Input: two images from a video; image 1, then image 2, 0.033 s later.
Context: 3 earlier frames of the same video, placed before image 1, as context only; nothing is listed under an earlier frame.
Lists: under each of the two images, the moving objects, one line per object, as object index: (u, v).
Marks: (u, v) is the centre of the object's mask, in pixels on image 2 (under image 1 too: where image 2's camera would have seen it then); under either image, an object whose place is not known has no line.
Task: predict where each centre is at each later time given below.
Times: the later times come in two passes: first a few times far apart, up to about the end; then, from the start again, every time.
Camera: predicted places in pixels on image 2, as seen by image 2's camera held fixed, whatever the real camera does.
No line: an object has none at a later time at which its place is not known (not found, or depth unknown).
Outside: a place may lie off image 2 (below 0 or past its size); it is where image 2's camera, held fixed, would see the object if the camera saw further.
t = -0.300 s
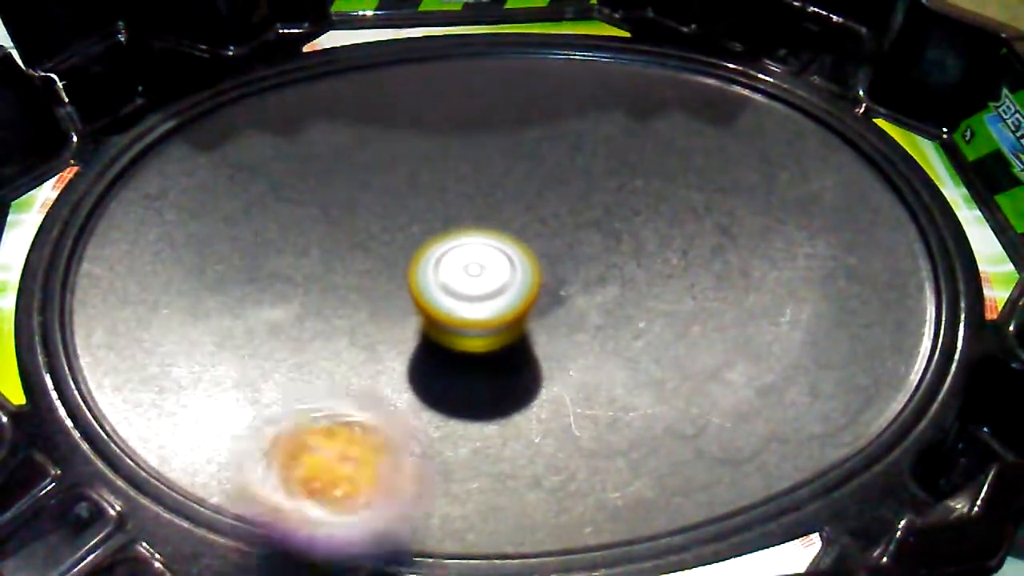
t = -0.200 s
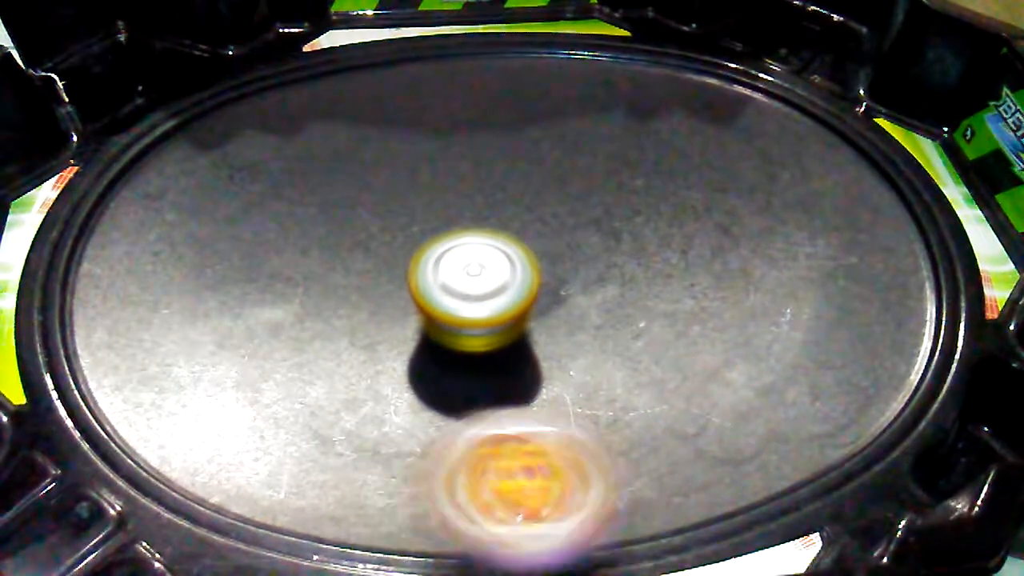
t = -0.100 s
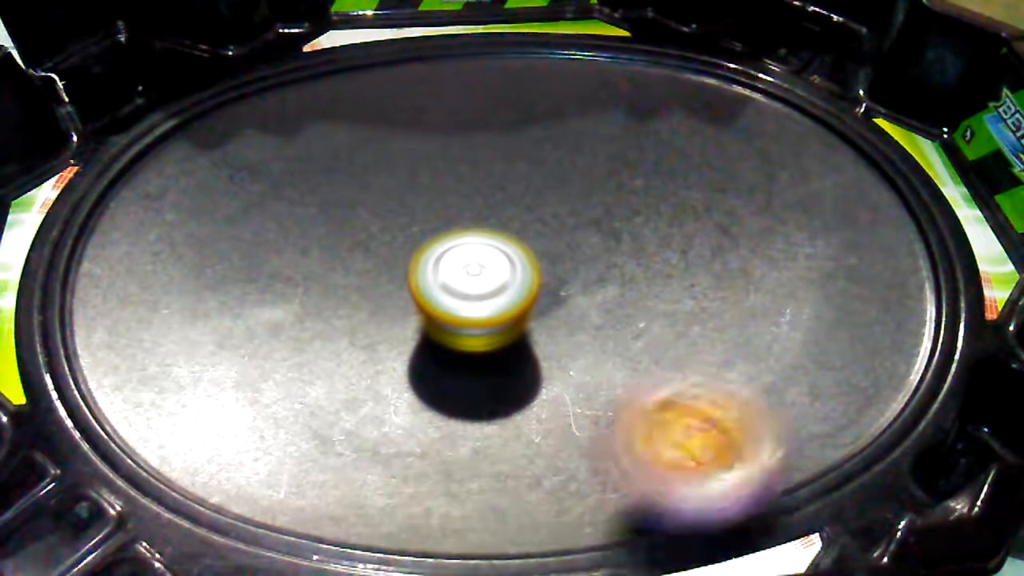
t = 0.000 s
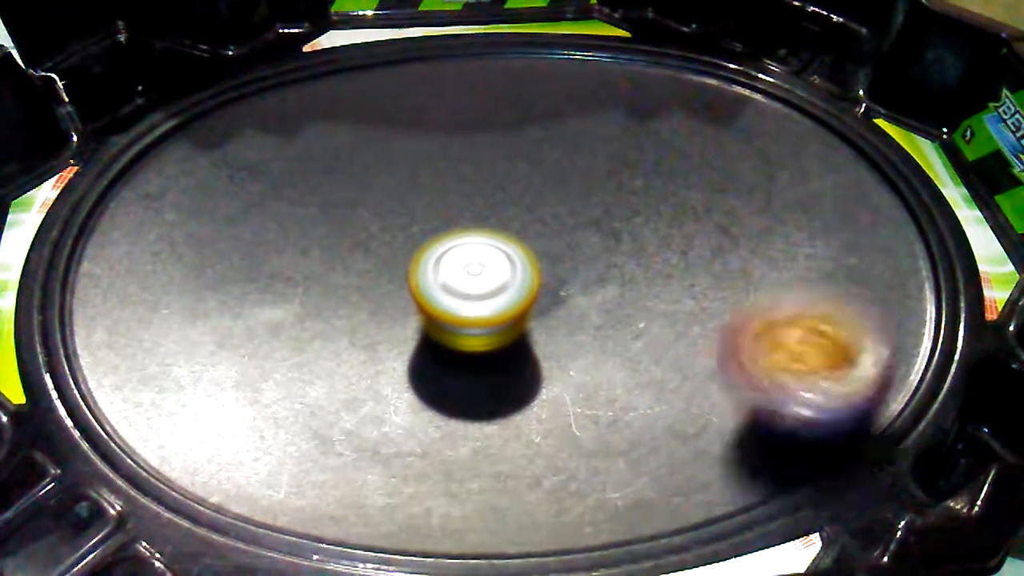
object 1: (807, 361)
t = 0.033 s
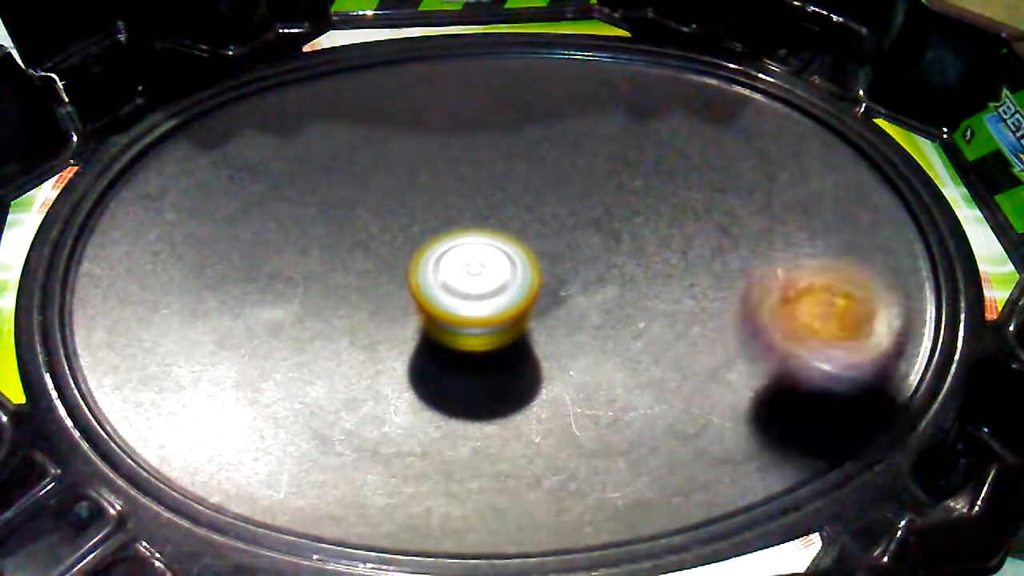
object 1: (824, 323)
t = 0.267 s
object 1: (696, 108)
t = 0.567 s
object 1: (318, 130)
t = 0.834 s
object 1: (215, 418)
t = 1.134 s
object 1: (704, 413)
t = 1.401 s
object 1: (673, 143)
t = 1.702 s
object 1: (316, 105)
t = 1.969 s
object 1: (185, 365)
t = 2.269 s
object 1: (669, 442)
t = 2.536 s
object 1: (778, 188)
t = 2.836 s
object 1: (455, 85)
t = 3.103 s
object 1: (210, 265)
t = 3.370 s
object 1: (438, 496)
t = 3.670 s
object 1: (784, 311)
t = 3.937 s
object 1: (593, 113)
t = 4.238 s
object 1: (256, 150)
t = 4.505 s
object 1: (234, 402)
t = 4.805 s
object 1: (676, 409)
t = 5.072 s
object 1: (730, 177)
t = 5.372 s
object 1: (433, 100)
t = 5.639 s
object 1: (234, 283)
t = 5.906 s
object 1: (470, 475)
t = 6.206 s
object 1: (765, 304)
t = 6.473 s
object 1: (587, 124)
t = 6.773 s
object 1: (280, 161)
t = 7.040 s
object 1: (251, 388)
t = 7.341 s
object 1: (646, 409)
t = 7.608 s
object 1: (717, 199)
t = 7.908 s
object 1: (460, 106)
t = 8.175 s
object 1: (264, 259)
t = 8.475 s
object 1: (480, 459)
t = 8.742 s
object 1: (736, 335)
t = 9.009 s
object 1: (613, 151)
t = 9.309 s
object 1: (337, 146)
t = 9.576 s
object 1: (245, 339)
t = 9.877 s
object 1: (581, 417)
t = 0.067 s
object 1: (832, 283)
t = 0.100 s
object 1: (826, 249)
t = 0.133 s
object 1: (816, 215)
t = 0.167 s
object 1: (795, 181)
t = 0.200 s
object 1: (768, 153)
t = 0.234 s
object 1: (734, 128)
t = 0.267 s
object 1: (696, 108)
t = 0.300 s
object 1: (657, 94)
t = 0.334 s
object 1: (615, 84)
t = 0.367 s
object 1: (570, 79)
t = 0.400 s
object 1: (527, 79)
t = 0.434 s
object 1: (483, 81)
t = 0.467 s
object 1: (441, 87)
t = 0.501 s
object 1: (397, 98)
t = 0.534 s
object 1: (357, 112)
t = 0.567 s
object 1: (318, 130)
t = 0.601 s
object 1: (281, 154)
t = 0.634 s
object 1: (246, 181)
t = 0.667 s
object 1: (221, 213)
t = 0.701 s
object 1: (198, 252)
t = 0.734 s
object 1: (182, 291)
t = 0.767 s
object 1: (181, 335)
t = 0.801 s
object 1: (190, 376)
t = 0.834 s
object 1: (215, 418)
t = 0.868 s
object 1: (251, 452)
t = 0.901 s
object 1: (295, 477)
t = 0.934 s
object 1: (360, 489)
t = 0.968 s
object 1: (417, 489)
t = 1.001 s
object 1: (488, 488)
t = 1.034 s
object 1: (550, 483)
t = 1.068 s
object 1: (615, 465)
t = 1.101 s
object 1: (661, 442)
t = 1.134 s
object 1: (704, 413)
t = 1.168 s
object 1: (735, 380)
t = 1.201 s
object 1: (758, 340)
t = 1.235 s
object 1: (764, 303)
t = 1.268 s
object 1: (762, 266)
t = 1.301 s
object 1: (748, 229)
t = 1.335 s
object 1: (731, 197)
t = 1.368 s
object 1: (704, 166)
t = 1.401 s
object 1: (673, 143)
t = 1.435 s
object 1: (640, 122)
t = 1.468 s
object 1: (600, 104)
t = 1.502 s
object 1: (561, 94)
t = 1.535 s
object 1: (519, 87)
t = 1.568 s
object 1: (480, 84)
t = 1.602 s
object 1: (436, 83)
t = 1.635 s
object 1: (396, 86)
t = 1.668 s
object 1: (354, 93)
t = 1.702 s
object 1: (316, 105)
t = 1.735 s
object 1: (276, 123)
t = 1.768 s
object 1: (241, 145)
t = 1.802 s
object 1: (207, 173)
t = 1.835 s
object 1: (184, 204)
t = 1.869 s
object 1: (167, 244)
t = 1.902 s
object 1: (160, 284)
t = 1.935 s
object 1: (164, 328)
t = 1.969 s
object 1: (185, 365)
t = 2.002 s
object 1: (222, 408)
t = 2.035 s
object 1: (271, 442)
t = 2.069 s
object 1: (323, 461)
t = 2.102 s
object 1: (377, 477)
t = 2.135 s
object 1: (438, 479)
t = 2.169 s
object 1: (502, 480)
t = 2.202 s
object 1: (559, 476)
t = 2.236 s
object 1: (623, 461)
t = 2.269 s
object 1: (669, 442)
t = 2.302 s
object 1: (711, 420)
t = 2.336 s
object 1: (745, 390)
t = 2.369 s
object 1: (778, 357)
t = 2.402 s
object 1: (796, 325)
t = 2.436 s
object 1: (804, 286)
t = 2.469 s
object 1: (803, 254)
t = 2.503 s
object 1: (794, 221)
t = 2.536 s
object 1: (778, 188)
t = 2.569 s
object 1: (754, 161)
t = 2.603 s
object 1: (726, 135)
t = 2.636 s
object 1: (693, 115)
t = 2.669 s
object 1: (656, 101)
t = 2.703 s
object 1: (619, 88)
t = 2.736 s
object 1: (581, 82)
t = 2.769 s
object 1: (536, 80)
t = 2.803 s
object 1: (497, 81)
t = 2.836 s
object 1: (455, 85)
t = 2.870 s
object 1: (413, 93)
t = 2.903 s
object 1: (374, 107)
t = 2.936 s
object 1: (338, 122)
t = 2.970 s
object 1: (300, 144)
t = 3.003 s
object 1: (271, 168)
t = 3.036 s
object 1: (242, 199)
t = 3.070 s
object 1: (224, 230)
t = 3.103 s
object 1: (210, 265)
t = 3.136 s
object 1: (204, 301)
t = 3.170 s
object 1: (210, 341)
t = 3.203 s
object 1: (225, 378)
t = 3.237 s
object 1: (249, 415)
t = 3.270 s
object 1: (284, 445)
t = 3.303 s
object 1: (325, 469)
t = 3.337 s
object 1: (384, 491)
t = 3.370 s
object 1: (438, 496)
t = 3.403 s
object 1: (492, 496)
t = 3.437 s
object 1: (552, 491)
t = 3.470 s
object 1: (608, 484)
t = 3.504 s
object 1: (660, 465)
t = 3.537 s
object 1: (700, 442)
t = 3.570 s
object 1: (733, 414)
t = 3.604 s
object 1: (761, 383)
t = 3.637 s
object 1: (781, 346)
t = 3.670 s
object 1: (784, 311)
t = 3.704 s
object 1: (780, 276)
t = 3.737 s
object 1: (769, 242)
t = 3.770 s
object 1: (749, 212)
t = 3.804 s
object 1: (724, 186)
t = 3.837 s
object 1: (696, 162)
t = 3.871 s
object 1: (664, 142)
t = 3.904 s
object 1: (632, 126)
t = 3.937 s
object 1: (593, 113)
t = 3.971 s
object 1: (554, 103)
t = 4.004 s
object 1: (518, 96)
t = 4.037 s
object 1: (481, 94)
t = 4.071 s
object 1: (441, 95)
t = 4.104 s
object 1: (401, 98)
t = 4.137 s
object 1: (365, 105)
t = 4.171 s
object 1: (328, 116)
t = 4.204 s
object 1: (292, 130)
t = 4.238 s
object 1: (256, 150)
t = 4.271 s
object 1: (227, 172)
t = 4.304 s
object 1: (203, 199)
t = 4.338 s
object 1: (186, 230)
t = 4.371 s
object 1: (174, 266)
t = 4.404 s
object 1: (171, 299)
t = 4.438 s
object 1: (179, 334)
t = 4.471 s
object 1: (198, 369)
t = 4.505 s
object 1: (234, 402)
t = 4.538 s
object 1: (276, 437)
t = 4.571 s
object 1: (324, 458)
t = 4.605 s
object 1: (377, 468)
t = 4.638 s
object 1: (432, 470)
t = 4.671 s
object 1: (488, 468)
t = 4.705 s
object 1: (539, 461)
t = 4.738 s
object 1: (589, 448)
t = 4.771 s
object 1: (636, 432)
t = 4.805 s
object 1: (676, 409)
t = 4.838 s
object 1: (709, 386)
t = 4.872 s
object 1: (734, 358)
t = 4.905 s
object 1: (752, 327)
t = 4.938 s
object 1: (761, 294)
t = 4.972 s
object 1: (764, 263)
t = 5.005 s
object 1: (758, 232)
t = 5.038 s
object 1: (747, 203)
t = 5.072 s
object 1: (730, 177)
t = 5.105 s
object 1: (706, 153)
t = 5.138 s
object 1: (677, 132)
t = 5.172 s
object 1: (647, 116)
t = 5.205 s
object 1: (615, 104)
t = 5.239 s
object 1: (580, 94)
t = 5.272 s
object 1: (544, 91)
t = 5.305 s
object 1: (507, 91)
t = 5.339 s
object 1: (471, 94)
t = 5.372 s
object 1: (433, 100)
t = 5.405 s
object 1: (395, 110)
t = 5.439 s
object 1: (360, 123)
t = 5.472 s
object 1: (328, 141)
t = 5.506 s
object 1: (300, 163)
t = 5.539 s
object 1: (277, 187)
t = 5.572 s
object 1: (257, 217)
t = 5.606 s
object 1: (242, 249)
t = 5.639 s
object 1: (234, 283)
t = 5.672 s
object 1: (235, 316)
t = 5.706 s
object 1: (244, 347)
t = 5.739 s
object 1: (269, 382)
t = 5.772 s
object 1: (296, 411)
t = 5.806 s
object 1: (331, 438)
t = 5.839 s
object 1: (375, 457)
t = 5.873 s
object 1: (422, 469)
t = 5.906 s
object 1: (470, 475)
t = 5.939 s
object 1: (518, 477)
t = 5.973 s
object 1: (566, 472)
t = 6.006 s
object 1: (615, 461)
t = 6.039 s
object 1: (662, 443)
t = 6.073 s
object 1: (699, 423)
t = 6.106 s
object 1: (730, 398)
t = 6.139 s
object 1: (751, 369)
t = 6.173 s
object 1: (762, 336)
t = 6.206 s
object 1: (765, 304)
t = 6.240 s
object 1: (760, 272)
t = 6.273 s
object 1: (748, 241)
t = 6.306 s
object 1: (731, 216)
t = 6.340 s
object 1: (708, 192)
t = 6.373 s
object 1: (682, 170)
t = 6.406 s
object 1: (653, 151)
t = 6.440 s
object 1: (621, 137)
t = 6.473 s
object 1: (587, 124)
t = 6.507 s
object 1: (553, 117)
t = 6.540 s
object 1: (518, 111)
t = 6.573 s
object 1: (483, 109)
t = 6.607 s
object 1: (449, 110)
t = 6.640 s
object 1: (413, 114)
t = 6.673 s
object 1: (378, 120)
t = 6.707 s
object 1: (343, 131)
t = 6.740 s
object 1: (311, 144)
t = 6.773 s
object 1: (280, 161)
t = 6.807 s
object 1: (253, 182)
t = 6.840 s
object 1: (231, 208)
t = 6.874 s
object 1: (214, 235)
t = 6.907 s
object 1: (203, 266)
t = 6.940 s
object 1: (201, 297)
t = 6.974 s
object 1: (208, 330)
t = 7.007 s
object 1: (224, 361)
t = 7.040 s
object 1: (251, 388)
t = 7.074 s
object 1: (286, 421)
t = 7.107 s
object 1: (325, 434)
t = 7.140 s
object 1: (379, 448)
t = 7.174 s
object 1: (426, 454)
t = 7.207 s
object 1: (476, 455)
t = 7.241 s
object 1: (516, 452)
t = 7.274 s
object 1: (563, 442)
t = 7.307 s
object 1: (604, 429)
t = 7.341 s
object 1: (646, 409)
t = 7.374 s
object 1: (679, 385)
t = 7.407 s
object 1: (707, 361)
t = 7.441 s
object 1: (724, 334)
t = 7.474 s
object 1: (735, 307)
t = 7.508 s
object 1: (739, 278)
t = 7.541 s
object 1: (739, 252)
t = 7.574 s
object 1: (729, 225)
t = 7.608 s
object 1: (717, 199)
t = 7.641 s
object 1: (698, 175)
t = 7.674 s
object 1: (677, 155)
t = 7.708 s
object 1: (652, 138)
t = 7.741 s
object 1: (625, 124)
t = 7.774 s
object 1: (595, 113)
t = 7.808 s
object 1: (562, 105)
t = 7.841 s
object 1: (528, 102)
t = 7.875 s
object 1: (494, 103)
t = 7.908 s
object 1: (460, 106)
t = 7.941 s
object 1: (426, 114)
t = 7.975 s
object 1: (394, 125)
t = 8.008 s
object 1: (363, 139)
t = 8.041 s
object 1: (335, 158)
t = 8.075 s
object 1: (310, 180)
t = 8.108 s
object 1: (290, 204)
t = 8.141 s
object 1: (275, 230)
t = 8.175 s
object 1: (264, 259)
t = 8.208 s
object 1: (260, 290)
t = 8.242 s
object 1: (264, 321)
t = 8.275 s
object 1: (275, 349)
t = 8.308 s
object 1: (293, 378)
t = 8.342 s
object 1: (320, 403)
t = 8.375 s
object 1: (354, 427)
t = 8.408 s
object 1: (393, 443)
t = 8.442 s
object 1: (435, 454)
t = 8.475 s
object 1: (480, 459)
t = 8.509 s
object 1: (517, 460)
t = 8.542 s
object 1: (563, 456)
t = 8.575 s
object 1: (606, 448)
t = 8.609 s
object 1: (642, 431)
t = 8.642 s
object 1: (676, 415)
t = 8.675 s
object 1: (705, 390)
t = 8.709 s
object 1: (725, 363)
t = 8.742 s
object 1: (736, 335)
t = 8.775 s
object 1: (740, 304)
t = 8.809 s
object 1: (735, 277)
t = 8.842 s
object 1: (726, 252)
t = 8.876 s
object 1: (709, 226)
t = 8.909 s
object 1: (688, 203)
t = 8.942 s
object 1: (666, 184)
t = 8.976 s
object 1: (641, 166)
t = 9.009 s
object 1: (613, 151)
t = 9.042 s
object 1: (584, 140)
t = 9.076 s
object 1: (554, 132)
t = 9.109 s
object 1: (525, 124)
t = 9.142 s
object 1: (492, 121)
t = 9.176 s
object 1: (460, 120)
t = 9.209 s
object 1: (429, 122)
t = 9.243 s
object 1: (398, 127)
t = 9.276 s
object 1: (368, 135)
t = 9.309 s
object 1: (337, 146)
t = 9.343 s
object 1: (306, 161)
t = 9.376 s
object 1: (281, 180)
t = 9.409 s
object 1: (260, 203)
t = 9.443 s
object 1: (245, 227)
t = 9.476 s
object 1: (234, 254)
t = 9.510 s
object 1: (231, 282)
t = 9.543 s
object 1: (235, 311)
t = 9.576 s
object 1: (245, 339)
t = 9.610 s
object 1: (269, 364)
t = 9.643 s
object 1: (300, 394)
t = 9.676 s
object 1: (331, 410)
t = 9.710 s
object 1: (374, 424)
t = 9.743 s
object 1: (416, 430)
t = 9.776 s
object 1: (463, 435)
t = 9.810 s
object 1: (500, 433)
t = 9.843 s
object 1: (540, 428)
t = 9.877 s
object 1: (581, 417)
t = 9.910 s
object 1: (619, 404)
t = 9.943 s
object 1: (647, 389)
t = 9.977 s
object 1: (679, 368)
